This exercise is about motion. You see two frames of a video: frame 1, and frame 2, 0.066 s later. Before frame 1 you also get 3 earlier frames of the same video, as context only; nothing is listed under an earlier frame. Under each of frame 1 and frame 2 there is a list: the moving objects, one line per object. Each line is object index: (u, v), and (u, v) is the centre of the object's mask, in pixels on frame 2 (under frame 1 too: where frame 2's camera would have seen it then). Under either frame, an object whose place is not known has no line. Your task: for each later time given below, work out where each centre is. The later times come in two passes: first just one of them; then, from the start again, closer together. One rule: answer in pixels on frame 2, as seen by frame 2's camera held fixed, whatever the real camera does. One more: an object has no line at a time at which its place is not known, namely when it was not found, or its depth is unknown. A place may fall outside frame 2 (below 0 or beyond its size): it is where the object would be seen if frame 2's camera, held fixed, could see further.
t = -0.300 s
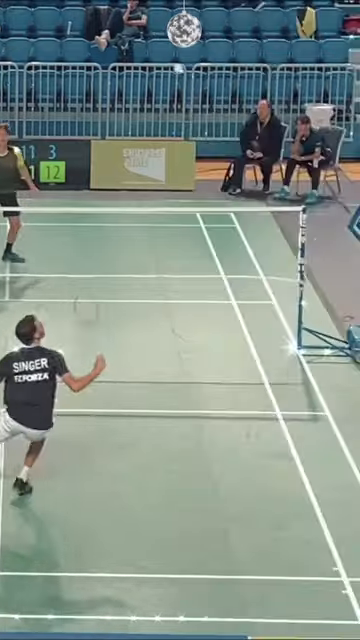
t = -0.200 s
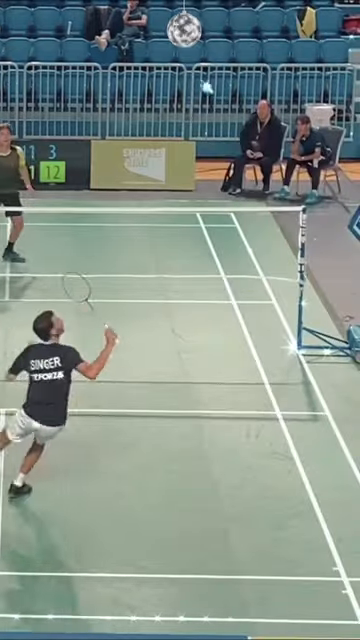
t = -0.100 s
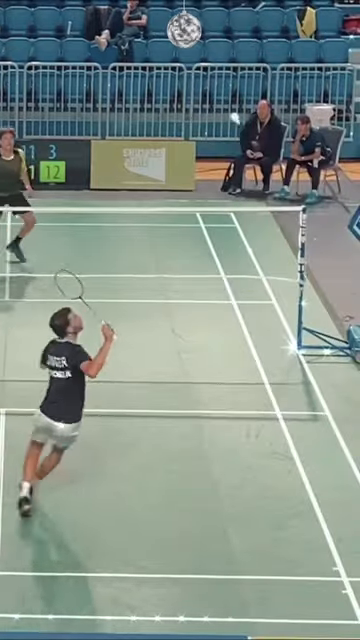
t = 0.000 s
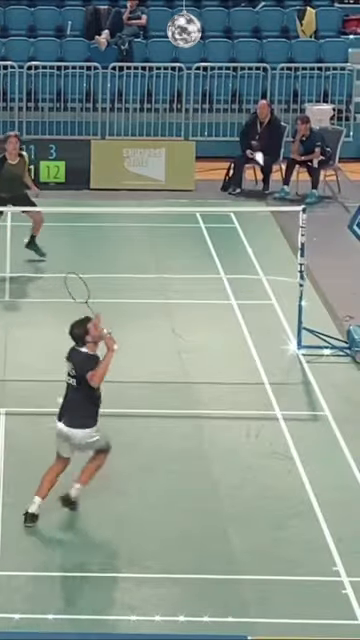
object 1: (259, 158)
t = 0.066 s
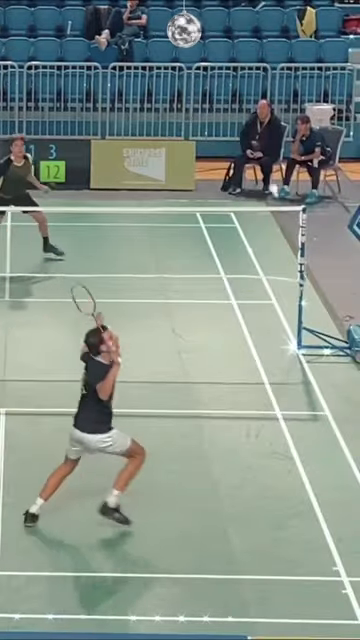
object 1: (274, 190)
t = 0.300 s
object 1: (317, 333)
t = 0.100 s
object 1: (281, 206)
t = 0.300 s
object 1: (317, 333)
